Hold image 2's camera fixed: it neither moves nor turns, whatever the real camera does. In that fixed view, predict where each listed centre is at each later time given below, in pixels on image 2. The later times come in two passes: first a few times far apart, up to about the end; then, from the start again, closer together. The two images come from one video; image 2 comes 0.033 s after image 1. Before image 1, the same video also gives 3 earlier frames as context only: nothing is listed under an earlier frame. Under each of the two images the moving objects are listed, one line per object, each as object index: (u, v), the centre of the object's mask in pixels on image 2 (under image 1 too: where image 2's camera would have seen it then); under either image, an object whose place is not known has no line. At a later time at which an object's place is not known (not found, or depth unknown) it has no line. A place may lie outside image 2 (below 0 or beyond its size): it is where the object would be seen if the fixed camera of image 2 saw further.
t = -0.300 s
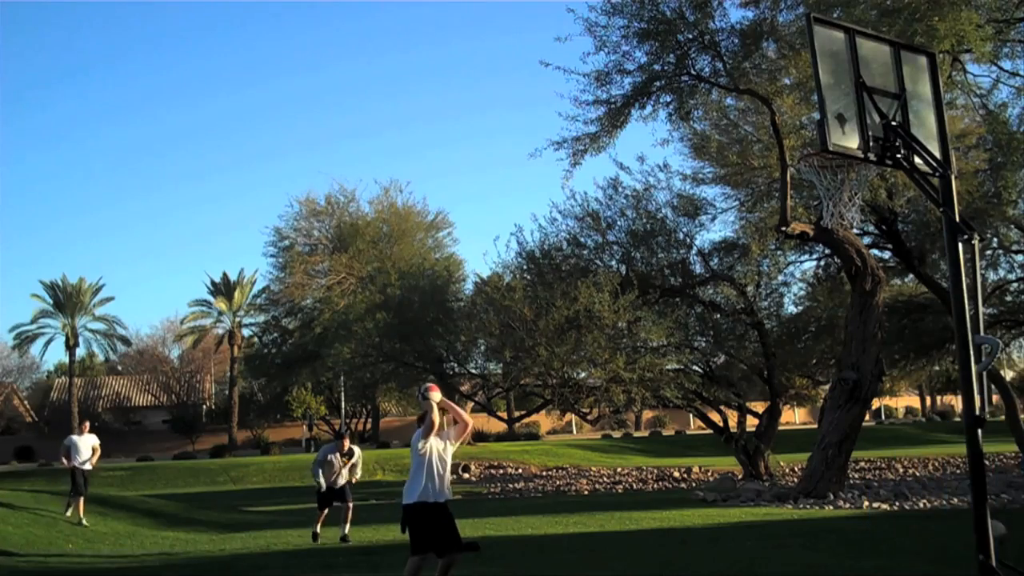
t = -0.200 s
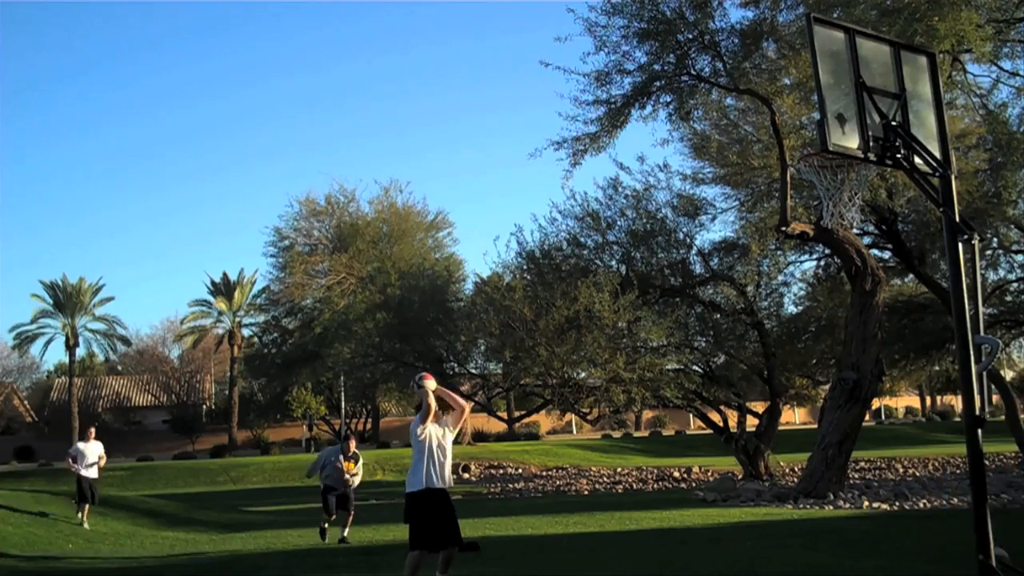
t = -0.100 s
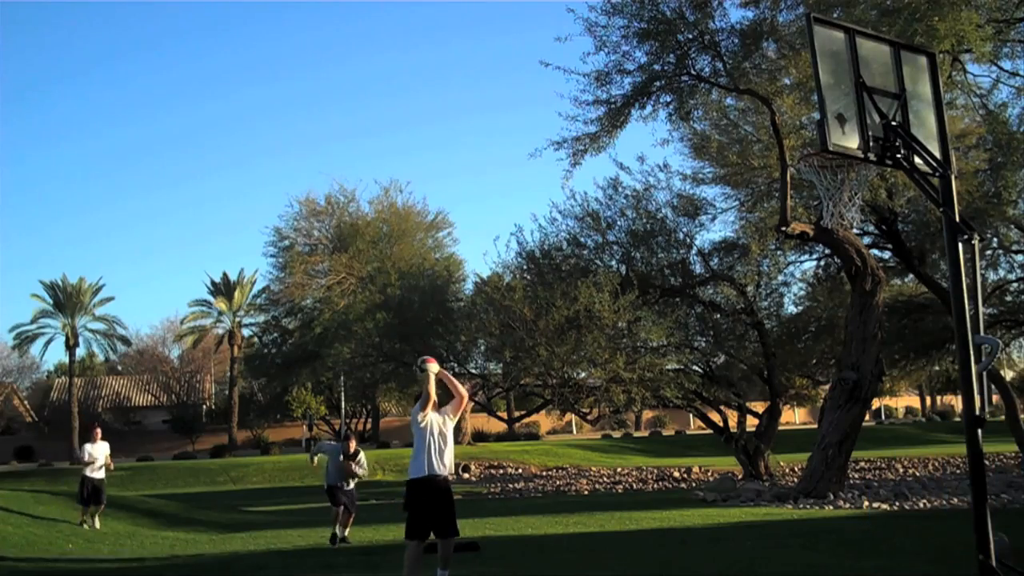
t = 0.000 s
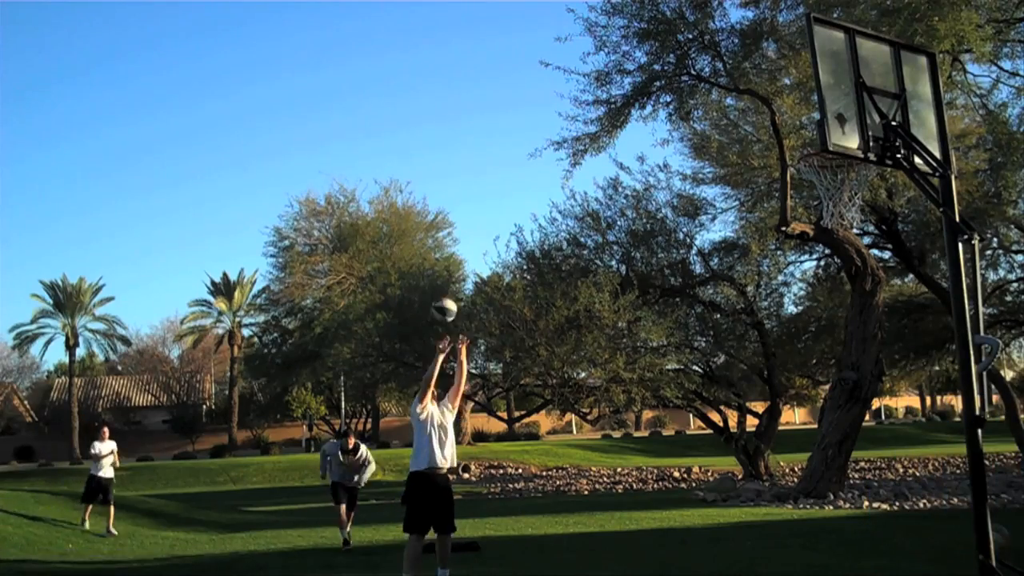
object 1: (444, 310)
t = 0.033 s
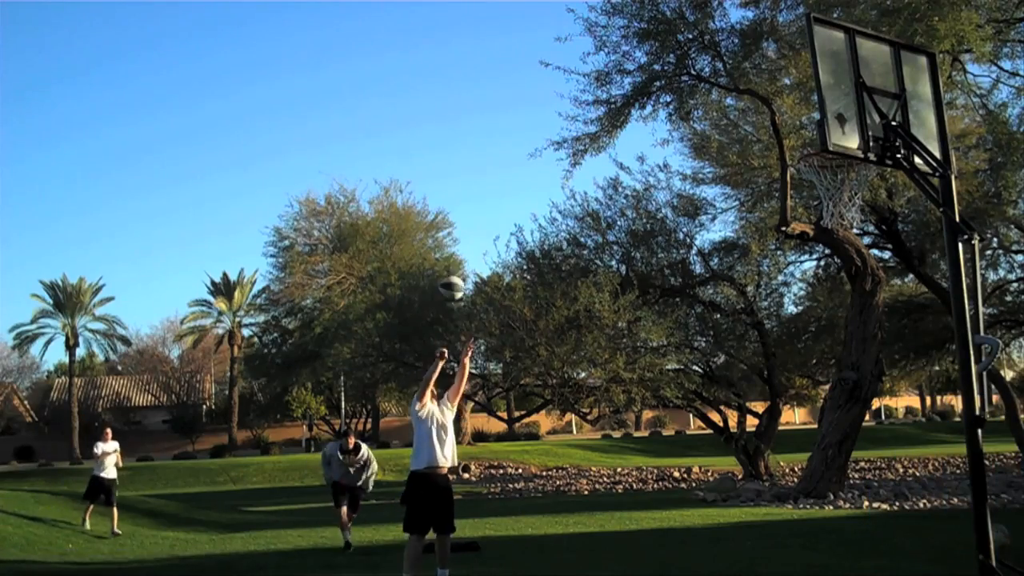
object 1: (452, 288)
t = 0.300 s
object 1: (518, 144)
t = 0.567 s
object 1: (596, 61)
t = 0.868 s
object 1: (709, 63)
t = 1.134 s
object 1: (815, 133)
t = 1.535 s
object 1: (823, 177)
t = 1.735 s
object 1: (845, 253)
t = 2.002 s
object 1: (878, 451)
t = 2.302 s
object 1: (917, 541)
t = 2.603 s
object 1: (940, 428)
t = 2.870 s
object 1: (915, 468)
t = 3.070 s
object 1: (903, 569)
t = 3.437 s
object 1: (902, 556)
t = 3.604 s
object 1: (909, 561)
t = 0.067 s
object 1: (459, 267)
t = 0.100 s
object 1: (467, 247)
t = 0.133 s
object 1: (475, 227)
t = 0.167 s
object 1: (483, 209)
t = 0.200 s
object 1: (491, 191)
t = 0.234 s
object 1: (500, 175)
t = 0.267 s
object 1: (509, 159)
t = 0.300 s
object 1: (518, 144)
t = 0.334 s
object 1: (527, 130)
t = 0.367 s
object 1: (536, 117)
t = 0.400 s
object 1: (546, 105)
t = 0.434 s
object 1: (555, 94)
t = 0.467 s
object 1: (565, 84)
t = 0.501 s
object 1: (575, 75)
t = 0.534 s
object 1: (586, 67)
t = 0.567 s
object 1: (596, 61)
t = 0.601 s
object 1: (608, 56)
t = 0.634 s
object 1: (619, 53)
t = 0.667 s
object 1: (631, 50)
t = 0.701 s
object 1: (643, 48)
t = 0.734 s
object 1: (655, 48)
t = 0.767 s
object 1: (669, 49)
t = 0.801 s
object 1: (682, 52)
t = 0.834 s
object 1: (695, 57)
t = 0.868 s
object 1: (709, 63)
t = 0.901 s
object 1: (725, 70)
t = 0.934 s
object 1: (740, 82)
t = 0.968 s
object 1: (755, 94)
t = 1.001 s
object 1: (772, 108)
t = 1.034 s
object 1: (788, 124)
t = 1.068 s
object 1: (803, 140)
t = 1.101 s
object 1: (811, 134)
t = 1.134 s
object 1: (815, 133)
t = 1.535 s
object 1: (823, 177)
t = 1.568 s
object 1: (824, 189)
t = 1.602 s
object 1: (822, 199)
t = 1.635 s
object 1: (826, 211)
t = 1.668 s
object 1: (835, 220)
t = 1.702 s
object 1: (840, 237)
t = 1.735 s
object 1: (845, 253)
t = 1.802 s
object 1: (850, 290)
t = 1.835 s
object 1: (855, 313)
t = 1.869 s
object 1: (860, 336)
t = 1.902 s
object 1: (865, 362)
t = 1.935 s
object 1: (869, 389)
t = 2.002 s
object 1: (878, 451)
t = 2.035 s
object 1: (885, 486)
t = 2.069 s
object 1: (889, 523)
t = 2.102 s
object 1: (895, 560)
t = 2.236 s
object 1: (910, 572)
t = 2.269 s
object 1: (914, 560)
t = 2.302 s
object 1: (917, 541)
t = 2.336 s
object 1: (918, 521)
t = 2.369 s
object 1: (922, 503)
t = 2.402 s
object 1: (925, 488)
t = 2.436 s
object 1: (929, 473)
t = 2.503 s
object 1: (936, 450)
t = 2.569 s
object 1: (942, 433)
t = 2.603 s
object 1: (940, 428)
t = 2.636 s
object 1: (937, 427)
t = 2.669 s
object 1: (933, 428)
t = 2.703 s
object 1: (930, 429)
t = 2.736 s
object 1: (927, 432)
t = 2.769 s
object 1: (925, 438)
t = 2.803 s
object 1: (922, 447)
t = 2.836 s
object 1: (919, 457)
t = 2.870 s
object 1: (915, 468)
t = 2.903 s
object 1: (912, 482)
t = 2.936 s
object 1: (910, 498)
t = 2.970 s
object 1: (909, 517)
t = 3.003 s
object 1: (907, 536)
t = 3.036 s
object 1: (906, 557)
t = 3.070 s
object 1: (903, 569)
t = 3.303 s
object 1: (898, 570)
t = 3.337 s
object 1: (899, 567)
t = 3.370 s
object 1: (900, 562)
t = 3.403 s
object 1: (901, 559)
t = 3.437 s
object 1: (902, 556)
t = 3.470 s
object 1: (903, 555)
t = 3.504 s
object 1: (904, 555)
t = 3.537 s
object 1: (905, 557)
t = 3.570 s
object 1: (907, 558)
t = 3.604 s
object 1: (909, 561)
